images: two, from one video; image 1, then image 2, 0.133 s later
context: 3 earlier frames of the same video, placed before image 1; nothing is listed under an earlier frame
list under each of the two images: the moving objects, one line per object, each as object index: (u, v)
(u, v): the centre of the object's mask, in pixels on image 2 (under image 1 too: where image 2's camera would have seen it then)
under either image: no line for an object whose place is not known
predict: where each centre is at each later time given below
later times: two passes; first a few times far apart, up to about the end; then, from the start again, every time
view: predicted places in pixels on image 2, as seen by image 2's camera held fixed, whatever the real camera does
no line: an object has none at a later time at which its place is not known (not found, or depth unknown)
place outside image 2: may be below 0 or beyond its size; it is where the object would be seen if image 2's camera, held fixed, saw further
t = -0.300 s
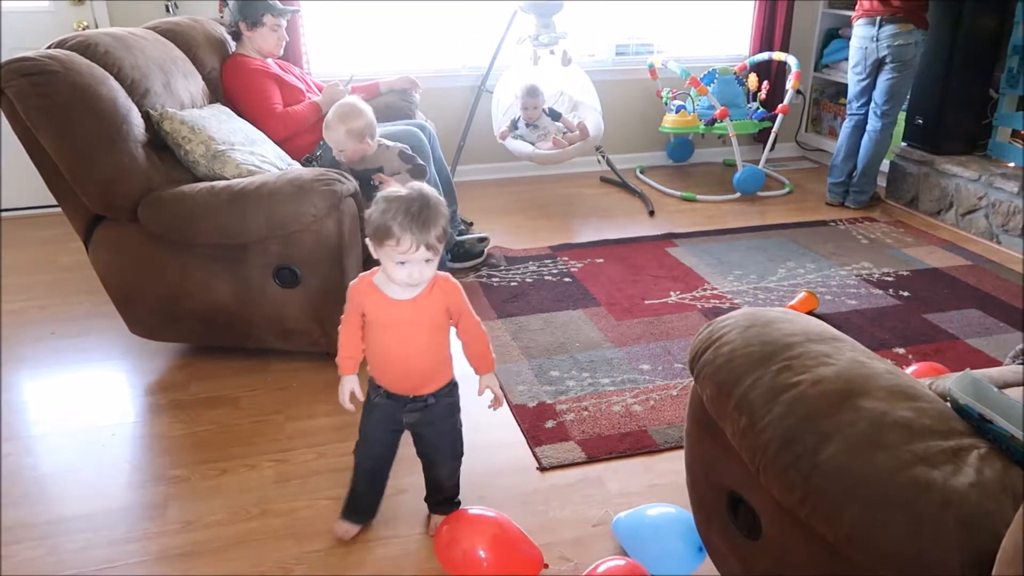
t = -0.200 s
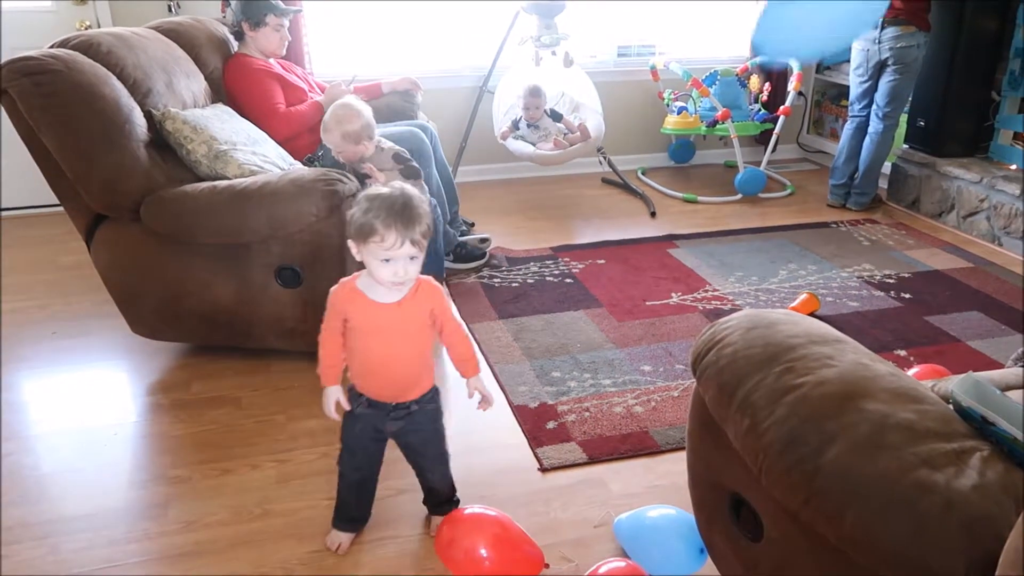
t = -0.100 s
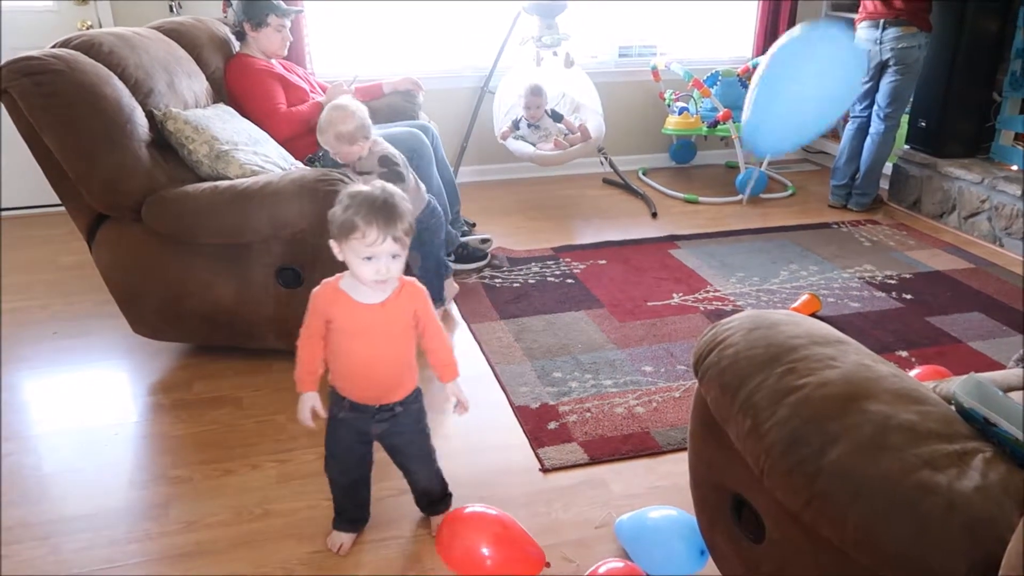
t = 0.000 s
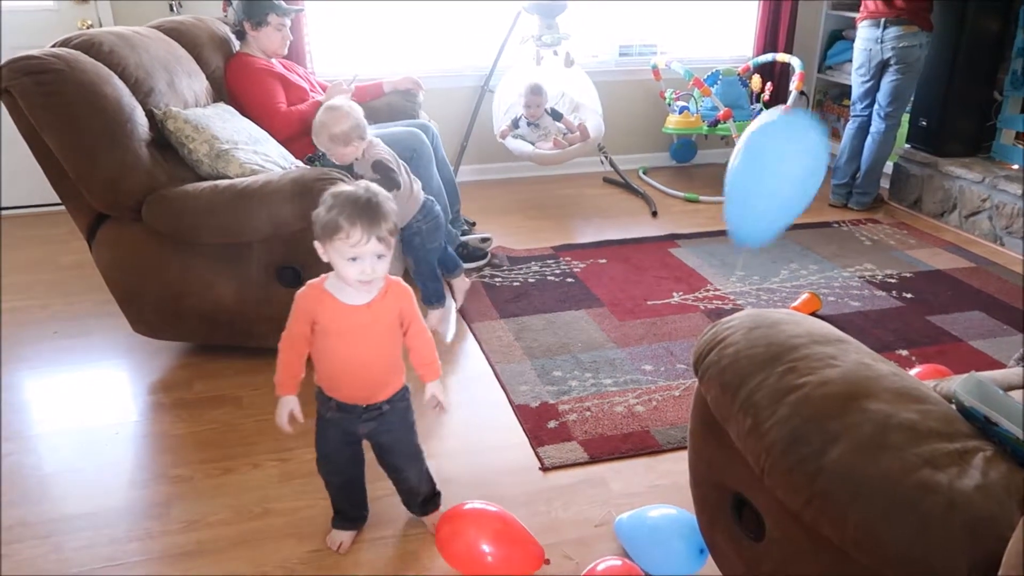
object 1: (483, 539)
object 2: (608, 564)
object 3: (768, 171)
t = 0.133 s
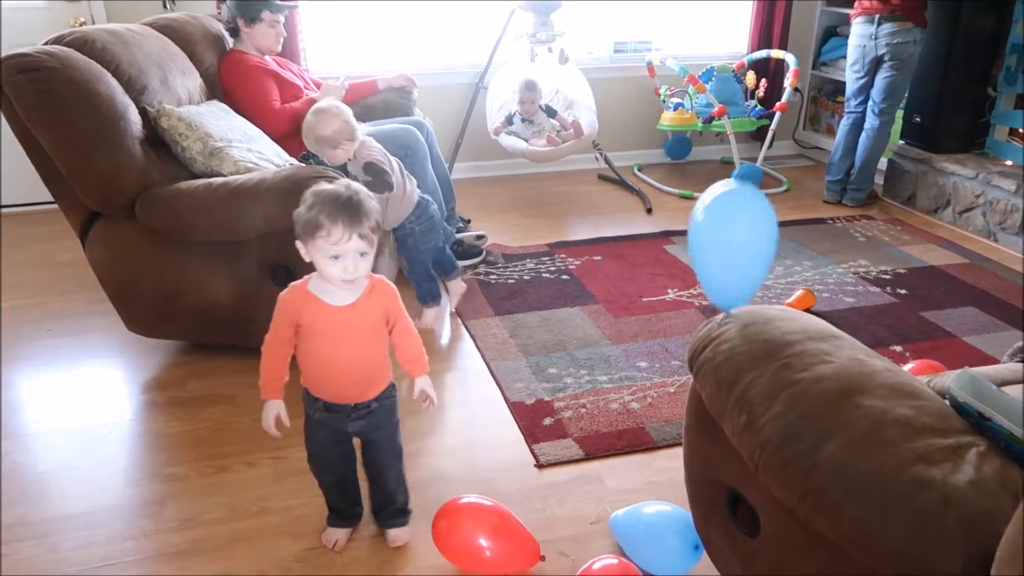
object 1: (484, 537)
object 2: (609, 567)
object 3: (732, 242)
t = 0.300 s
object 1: (485, 533)
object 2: (611, 572)
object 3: (715, 184)
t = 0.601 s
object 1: (489, 528)
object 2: (605, 582)
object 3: (684, 195)
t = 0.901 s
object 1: (493, 523)
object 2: (605, 588)
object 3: (642, 318)
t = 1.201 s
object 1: (496, 521)
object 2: (603, 604)
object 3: (608, 469)
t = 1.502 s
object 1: (498, 519)
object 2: (597, 611)
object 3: (626, 452)
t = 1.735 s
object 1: (499, 518)
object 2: (599, 611)
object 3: (633, 451)
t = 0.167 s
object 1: (484, 536)
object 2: (610, 568)
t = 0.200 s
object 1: (484, 536)
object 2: (610, 569)
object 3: (725, 212)
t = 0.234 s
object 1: (485, 535)
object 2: (610, 570)
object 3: (721, 201)
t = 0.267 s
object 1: (485, 534)
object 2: (611, 571)
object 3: (718, 191)
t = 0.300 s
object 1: (485, 533)
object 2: (611, 572)
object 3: (715, 184)
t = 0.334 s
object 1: (486, 532)
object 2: (611, 573)
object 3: (711, 178)
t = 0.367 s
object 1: (487, 532)
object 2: (610, 574)
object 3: (708, 174)
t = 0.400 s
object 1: (487, 531)
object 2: (609, 575)
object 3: (705, 172)
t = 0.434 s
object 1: (487, 530)
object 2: (609, 576)
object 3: (702, 172)
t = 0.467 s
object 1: (488, 530)
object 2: (608, 577)
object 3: (698, 173)
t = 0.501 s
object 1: (488, 529)
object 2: (607, 579)
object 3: (695, 176)
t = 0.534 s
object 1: (488, 529)
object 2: (606, 580)
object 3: (691, 181)
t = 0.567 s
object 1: (489, 528)
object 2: (606, 581)
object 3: (688, 187)
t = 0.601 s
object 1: (489, 528)
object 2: (605, 582)
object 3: (684, 195)
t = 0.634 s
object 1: (489, 527)
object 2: (604, 583)
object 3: (679, 204)
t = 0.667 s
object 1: (490, 526)
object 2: (604, 584)
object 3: (675, 215)
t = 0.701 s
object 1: (490, 526)
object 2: (604, 584)
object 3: (671, 227)
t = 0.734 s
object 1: (490, 526)
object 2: (604, 585)
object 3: (666, 240)
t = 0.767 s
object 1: (491, 525)
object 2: (604, 586)
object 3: (661, 254)
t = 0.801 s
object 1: (491, 524)
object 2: (604, 586)
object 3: (657, 269)
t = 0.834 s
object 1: (492, 524)
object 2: (605, 587)
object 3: (652, 285)
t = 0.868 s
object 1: (492, 524)
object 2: (605, 588)
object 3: (647, 301)
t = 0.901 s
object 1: (493, 523)
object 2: (605, 588)
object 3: (642, 318)
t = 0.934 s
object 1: (493, 523)
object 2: (605, 589)
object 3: (637, 337)
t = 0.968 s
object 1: (494, 523)
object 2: (605, 591)
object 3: (633, 355)
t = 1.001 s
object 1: (495, 522)
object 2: (605, 592)
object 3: (628, 375)
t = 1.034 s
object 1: (495, 522)
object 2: (605, 594)
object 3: (623, 395)
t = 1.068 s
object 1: (495, 522)
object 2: (605, 596)
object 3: (618, 415)
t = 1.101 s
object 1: (495, 522)
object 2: (604, 598)
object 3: (613, 435)
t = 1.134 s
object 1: (495, 521)
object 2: (604, 600)
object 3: (608, 455)
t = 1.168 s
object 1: (495, 521)
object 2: (603, 602)
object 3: (605, 471)
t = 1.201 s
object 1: (496, 521)
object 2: (603, 604)
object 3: (608, 469)
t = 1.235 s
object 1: (496, 521)
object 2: (602, 606)
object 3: (611, 467)
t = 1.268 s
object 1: (496, 521)
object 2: (600, 607)
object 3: (613, 468)
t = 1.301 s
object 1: (496, 520)
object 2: (599, 609)
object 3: (616, 469)
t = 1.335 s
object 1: (497, 520)
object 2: (599, 610)
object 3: (618, 465)
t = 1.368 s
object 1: (497, 519)
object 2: (598, 611)
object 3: (620, 460)
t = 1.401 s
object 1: (497, 519)
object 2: (598, 611)
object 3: (621, 456)
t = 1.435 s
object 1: (498, 519)
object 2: (598, 611)
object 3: (623, 454)
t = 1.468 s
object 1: (498, 519)
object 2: (597, 612)
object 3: (624, 453)
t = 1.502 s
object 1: (498, 519)
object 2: (597, 611)
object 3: (626, 452)
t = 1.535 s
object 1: (498, 518)
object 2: (598, 612)
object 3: (626, 453)
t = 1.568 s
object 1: (499, 518)
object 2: (598, 611)
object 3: (628, 452)
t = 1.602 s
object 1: (499, 518)
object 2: (598, 611)
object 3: (629, 451)
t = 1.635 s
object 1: (499, 518)
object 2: (598, 611)
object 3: (630, 451)
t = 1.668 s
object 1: (499, 518)
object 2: (599, 611)
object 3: (631, 451)
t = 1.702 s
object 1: (499, 518)
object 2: (599, 611)
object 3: (631, 453)
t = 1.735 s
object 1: (499, 518)
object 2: (599, 611)
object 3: (633, 451)
